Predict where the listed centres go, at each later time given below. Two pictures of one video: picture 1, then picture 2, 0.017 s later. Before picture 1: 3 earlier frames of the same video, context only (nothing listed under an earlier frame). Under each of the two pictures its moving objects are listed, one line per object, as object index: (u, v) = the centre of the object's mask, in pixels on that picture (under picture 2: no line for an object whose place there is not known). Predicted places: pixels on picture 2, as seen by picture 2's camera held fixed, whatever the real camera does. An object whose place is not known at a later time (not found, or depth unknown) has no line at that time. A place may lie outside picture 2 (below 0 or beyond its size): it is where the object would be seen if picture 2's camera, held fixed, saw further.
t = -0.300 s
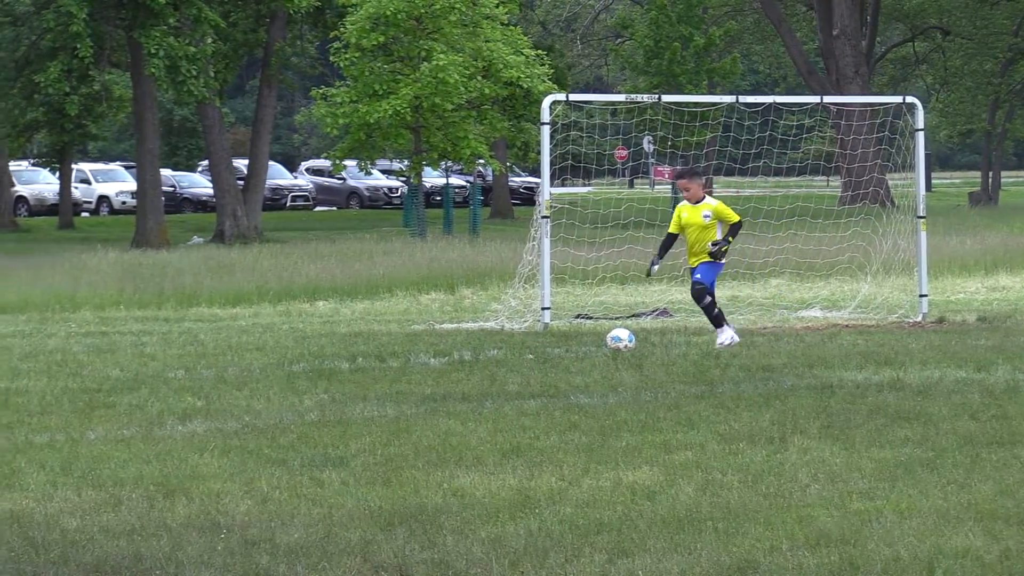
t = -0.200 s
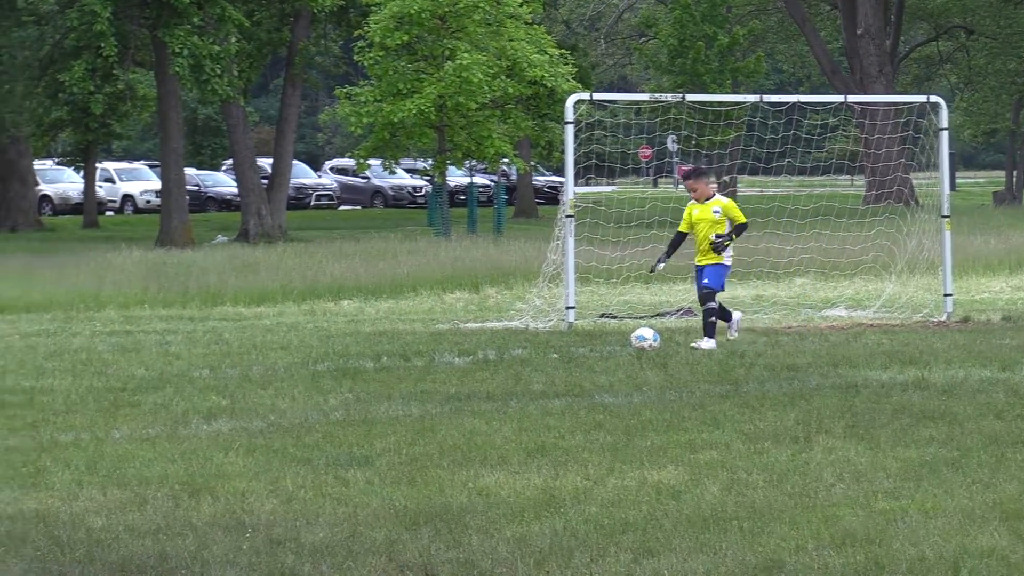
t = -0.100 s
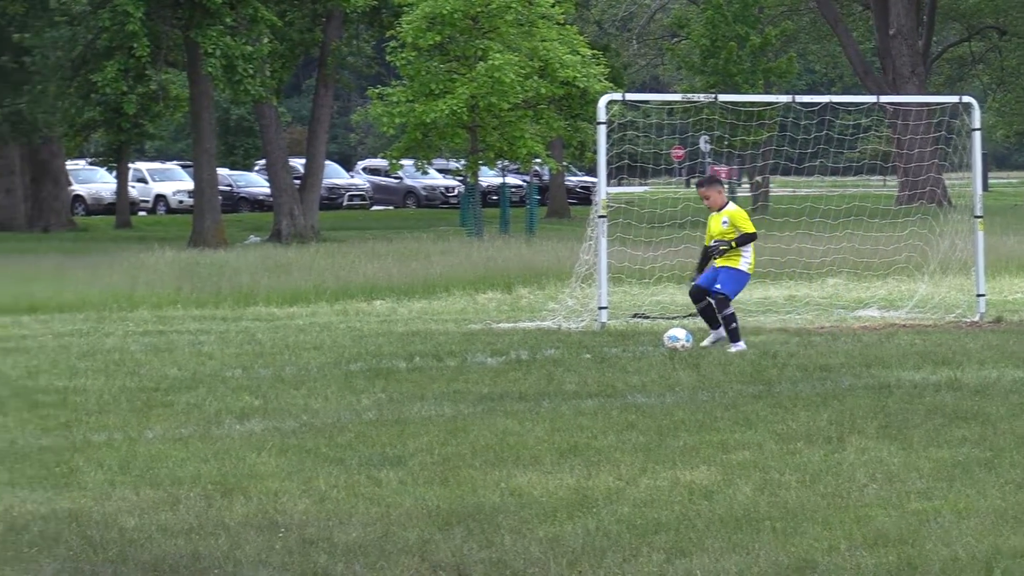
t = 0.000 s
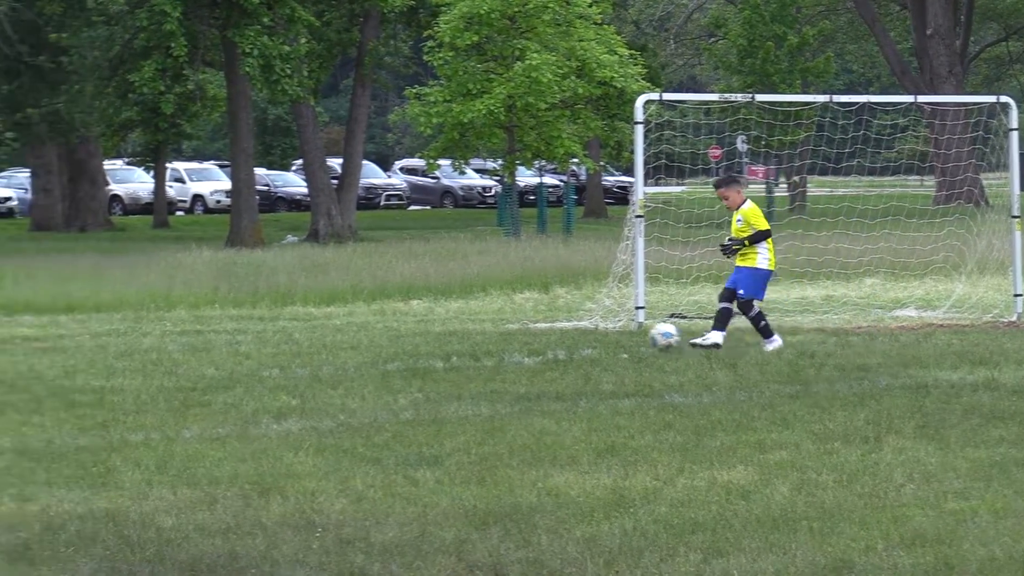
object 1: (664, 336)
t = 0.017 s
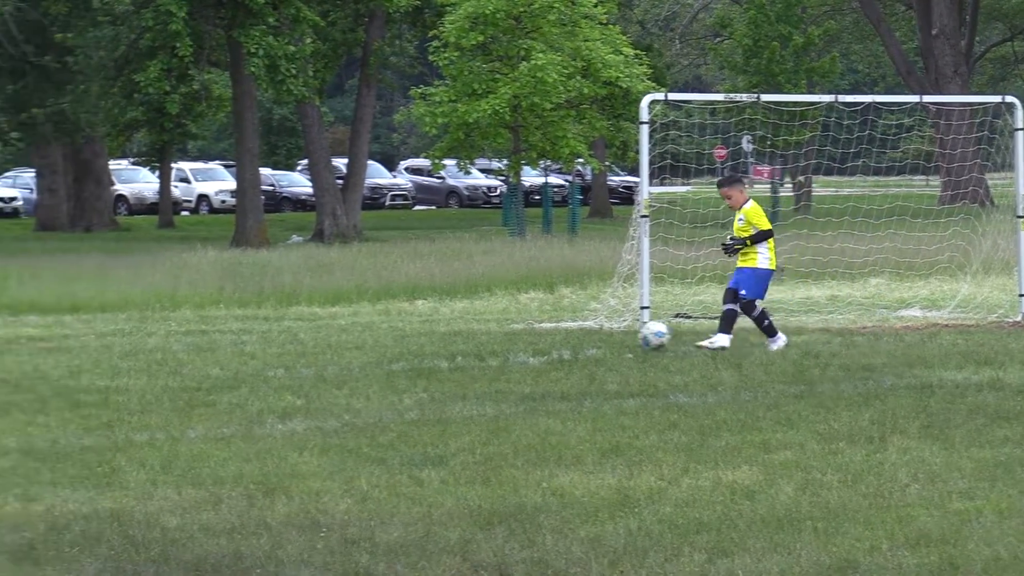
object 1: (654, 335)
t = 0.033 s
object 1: (640, 335)
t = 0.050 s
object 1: (626, 336)
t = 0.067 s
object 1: (612, 336)
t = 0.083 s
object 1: (599, 337)
